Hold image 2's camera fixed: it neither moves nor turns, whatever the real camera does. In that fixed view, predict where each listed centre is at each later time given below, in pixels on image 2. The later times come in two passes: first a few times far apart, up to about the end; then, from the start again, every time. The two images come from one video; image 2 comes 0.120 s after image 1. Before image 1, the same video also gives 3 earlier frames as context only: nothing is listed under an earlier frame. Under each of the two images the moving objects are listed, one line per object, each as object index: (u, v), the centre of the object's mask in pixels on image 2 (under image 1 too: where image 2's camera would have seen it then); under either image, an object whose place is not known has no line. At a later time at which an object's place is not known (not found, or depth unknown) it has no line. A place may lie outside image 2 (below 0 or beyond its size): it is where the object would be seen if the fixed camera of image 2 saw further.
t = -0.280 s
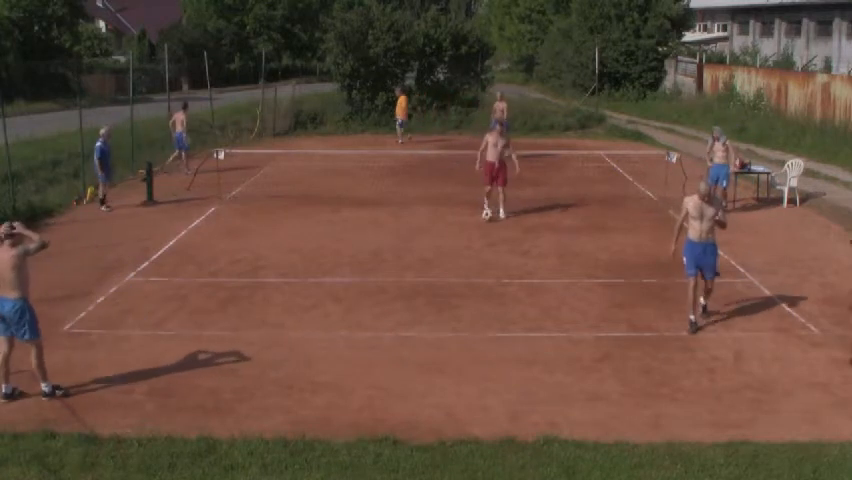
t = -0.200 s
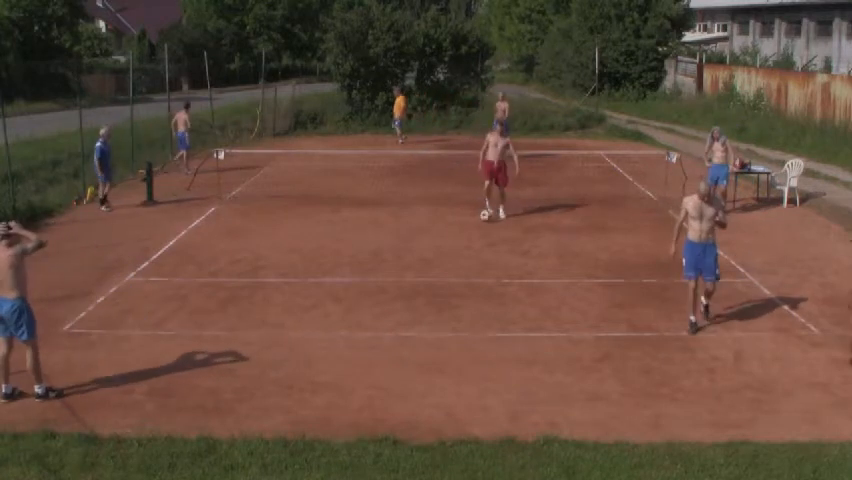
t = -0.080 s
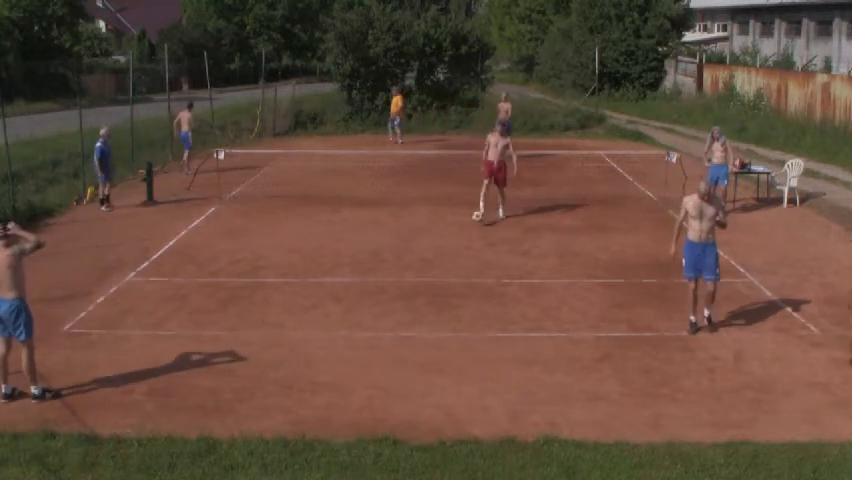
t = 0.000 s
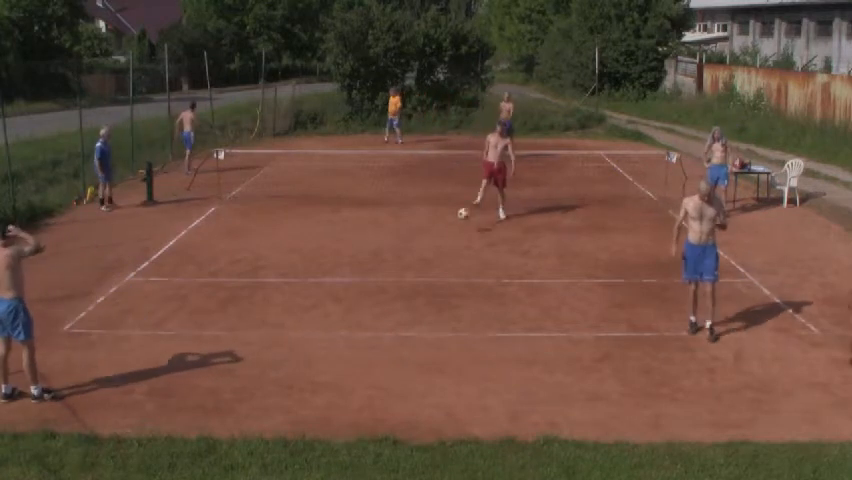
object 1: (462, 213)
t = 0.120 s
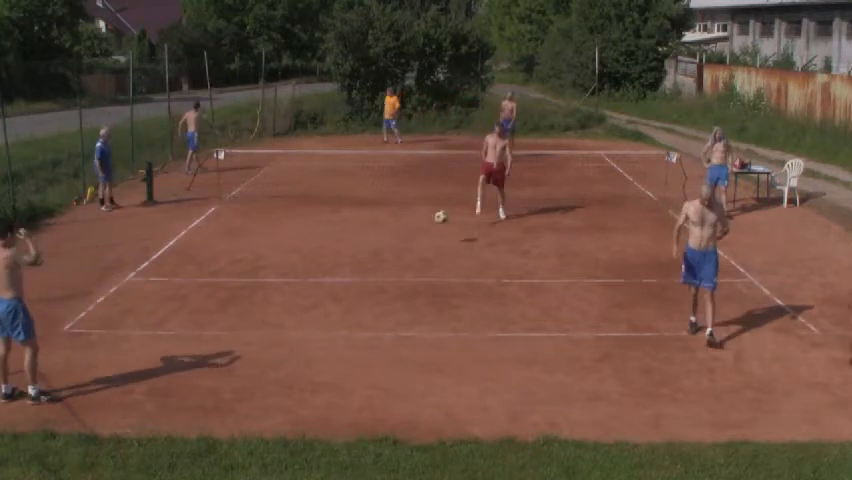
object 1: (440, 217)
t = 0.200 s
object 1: (424, 224)
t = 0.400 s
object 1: (375, 265)
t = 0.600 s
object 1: (338, 262)
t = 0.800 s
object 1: (297, 284)
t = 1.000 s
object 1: (253, 312)
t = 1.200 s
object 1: (203, 329)
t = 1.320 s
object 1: (170, 361)
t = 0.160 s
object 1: (433, 220)
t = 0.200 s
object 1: (424, 224)
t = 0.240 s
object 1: (414, 230)
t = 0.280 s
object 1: (405, 236)
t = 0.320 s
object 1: (395, 245)
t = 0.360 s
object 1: (384, 254)
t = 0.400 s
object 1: (375, 265)
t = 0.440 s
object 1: (367, 266)
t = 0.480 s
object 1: (360, 263)
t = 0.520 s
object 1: (352, 262)
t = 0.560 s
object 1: (345, 261)
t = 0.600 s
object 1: (338, 262)
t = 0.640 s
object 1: (330, 263)
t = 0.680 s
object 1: (322, 267)
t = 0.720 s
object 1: (314, 271)
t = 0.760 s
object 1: (305, 277)
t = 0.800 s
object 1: (297, 284)
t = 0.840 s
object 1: (289, 293)
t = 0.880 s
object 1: (280, 303)
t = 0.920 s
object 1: (272, 313)
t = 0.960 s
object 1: (263, 312)
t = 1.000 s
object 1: (253, 312)
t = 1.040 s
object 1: (243, 312)
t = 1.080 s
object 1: (233, 314)
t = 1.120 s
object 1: (223, 318)
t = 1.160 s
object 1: (213, 323)
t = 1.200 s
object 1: (203, 329)
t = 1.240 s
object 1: (192, 339)
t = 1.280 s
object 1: (181, 349)
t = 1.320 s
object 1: (170, 361)
